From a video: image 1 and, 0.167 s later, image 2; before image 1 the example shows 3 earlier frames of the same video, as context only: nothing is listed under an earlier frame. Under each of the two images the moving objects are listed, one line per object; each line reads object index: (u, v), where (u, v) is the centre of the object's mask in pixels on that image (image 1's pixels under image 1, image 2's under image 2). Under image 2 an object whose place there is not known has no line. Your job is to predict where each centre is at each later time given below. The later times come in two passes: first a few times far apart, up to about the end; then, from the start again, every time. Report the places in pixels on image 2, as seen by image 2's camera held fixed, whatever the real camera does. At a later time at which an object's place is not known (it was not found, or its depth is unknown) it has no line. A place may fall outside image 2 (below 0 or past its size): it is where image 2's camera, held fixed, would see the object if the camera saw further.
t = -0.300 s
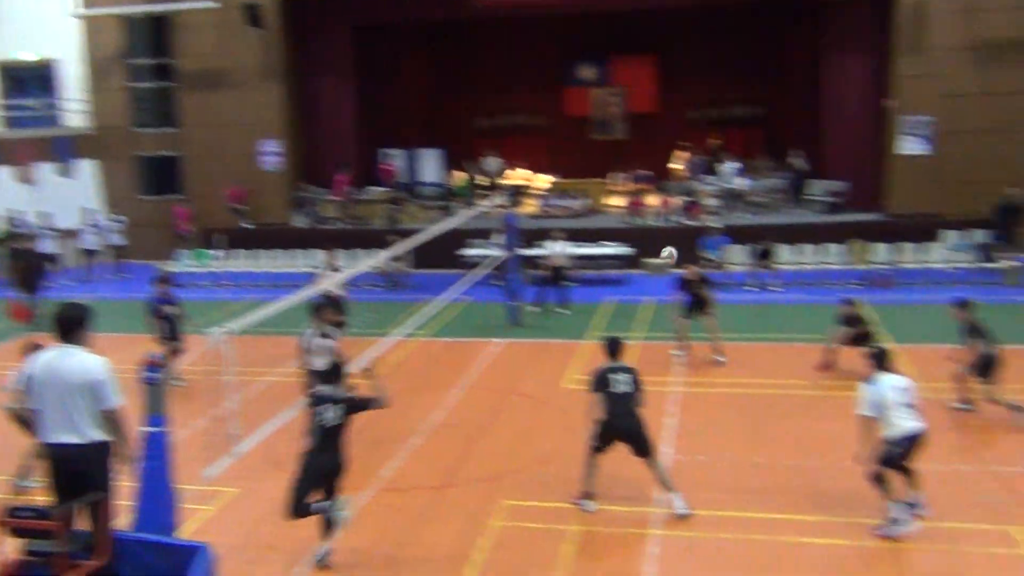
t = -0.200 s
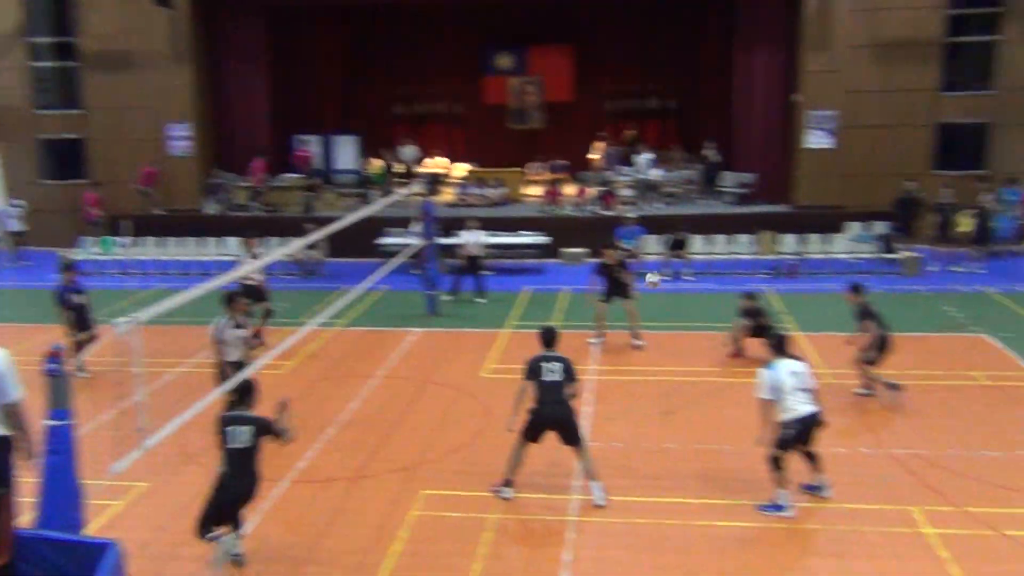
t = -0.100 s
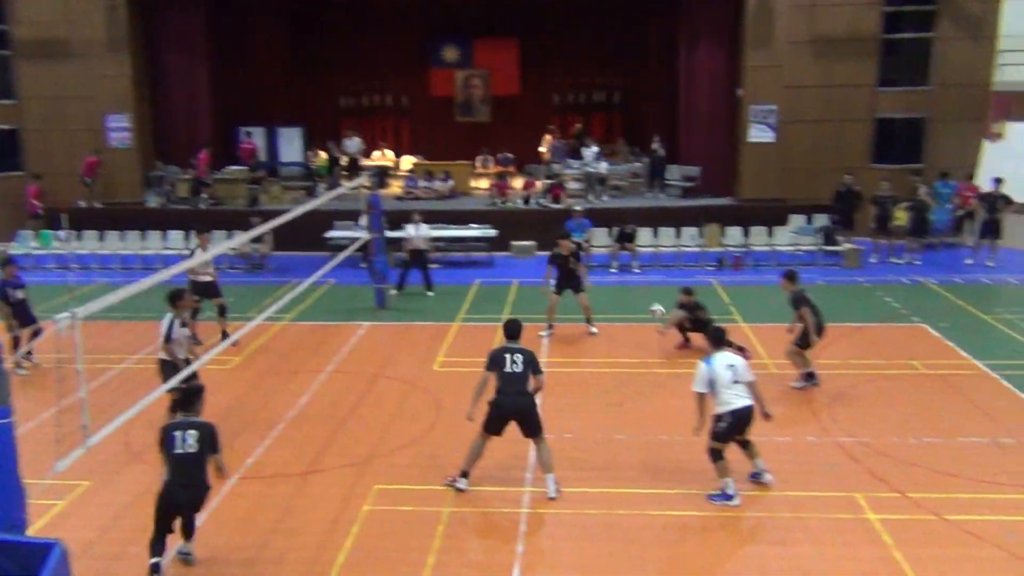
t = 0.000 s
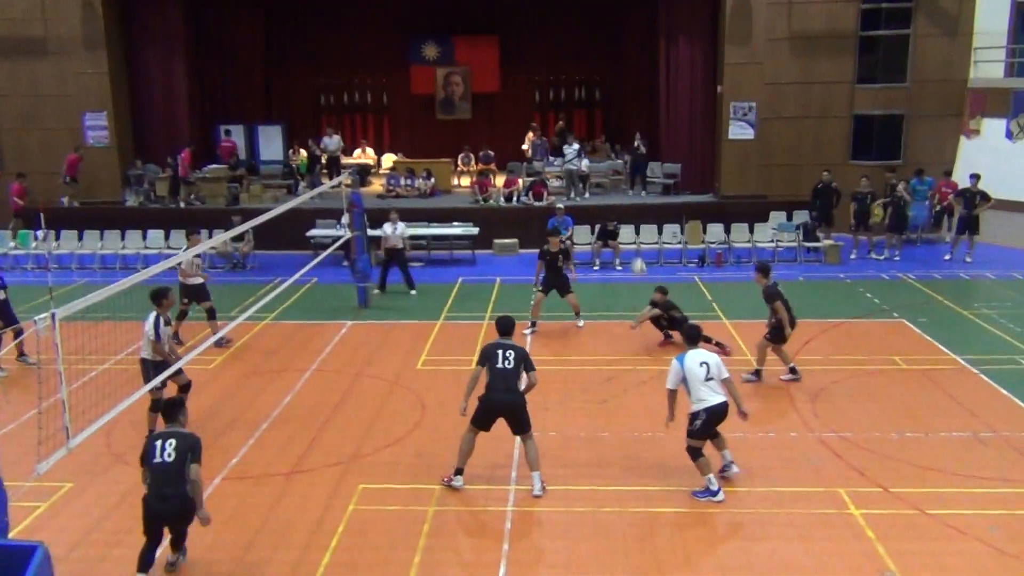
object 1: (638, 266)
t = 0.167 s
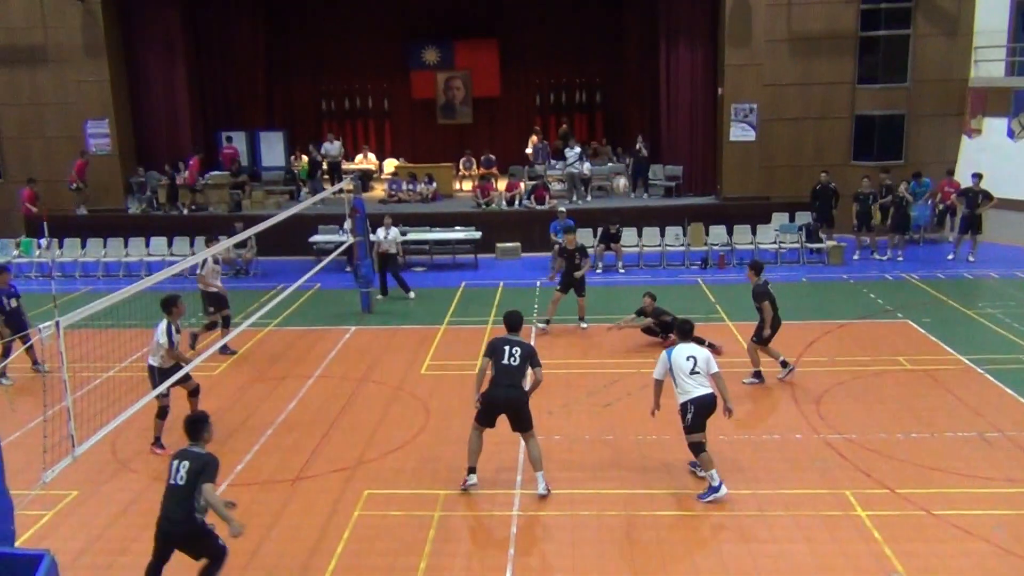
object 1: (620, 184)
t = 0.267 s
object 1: (608, 140)
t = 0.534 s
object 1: (578, 50)
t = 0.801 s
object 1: (548, 10)
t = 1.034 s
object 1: (521, 22)
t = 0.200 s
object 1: (618, 168)
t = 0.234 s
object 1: (613, 154)
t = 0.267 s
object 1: (608, 140)
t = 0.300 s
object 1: (605, 126)
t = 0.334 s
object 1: (601, 113)
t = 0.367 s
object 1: (597, 101)
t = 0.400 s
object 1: (593, 89)
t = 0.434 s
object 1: (589, 78)
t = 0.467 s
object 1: (586, 68)
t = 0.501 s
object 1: (582, 58)
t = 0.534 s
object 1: (578, 50)
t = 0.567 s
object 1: (574, 42)
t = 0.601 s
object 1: (571, 35)
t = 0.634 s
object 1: (567, 28)
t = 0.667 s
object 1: (563, 23)
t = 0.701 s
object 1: (559, 18)
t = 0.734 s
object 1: (555, 14)
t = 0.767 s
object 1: (552, 11)
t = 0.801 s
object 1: (548, 10)
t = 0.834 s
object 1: (544, 8)
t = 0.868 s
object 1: (540, 8)
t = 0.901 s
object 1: (537, 9)
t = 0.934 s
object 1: (533, 11)
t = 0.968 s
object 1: (529, 14)
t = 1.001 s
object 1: (525, 17)
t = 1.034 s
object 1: (521, 22)
